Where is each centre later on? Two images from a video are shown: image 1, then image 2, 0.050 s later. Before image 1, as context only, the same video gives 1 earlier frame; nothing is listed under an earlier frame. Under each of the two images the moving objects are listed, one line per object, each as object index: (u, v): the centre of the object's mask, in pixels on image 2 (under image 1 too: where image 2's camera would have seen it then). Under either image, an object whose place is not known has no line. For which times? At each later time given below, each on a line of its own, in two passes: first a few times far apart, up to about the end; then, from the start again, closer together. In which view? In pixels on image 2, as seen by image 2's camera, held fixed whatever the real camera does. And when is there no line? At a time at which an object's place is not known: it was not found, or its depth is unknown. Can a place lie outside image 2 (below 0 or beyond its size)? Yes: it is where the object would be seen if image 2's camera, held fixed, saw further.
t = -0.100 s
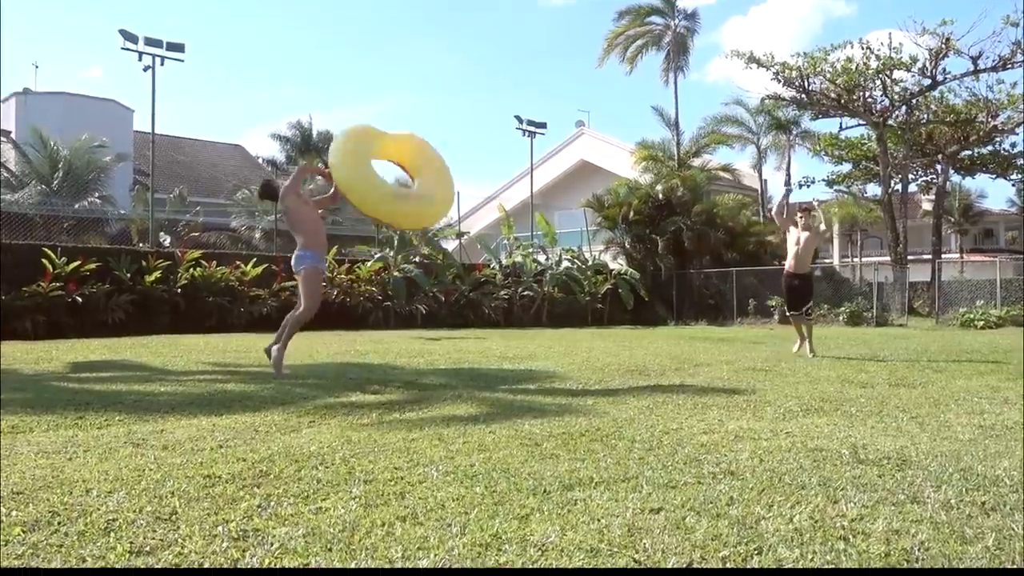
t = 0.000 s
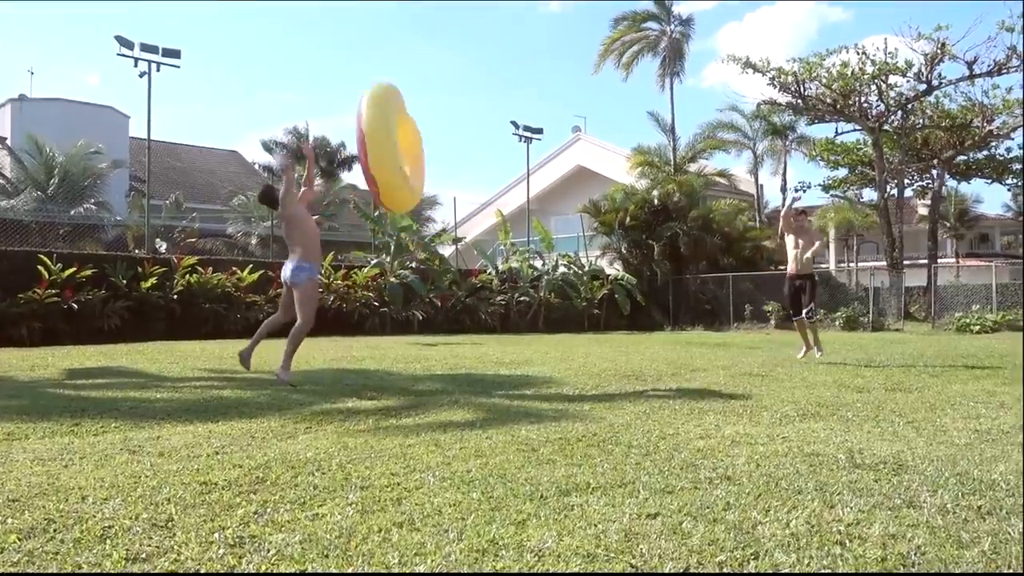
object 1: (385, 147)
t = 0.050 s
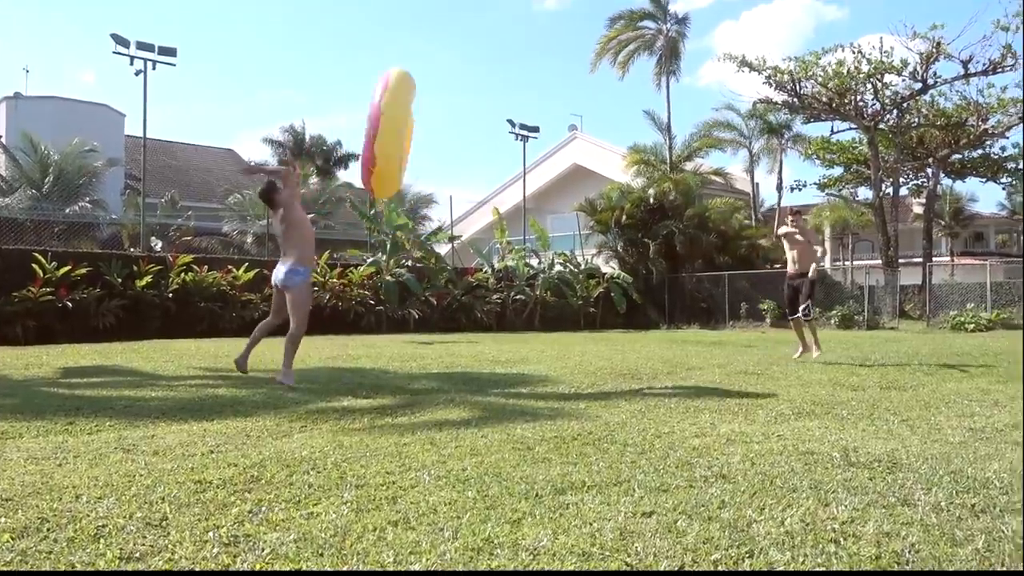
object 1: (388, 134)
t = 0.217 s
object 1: (397, 109)
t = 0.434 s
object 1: (394, 100)
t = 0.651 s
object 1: (389, 128)
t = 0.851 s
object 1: (406, 175)
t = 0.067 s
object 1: (389, 129)
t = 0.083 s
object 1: (391, 126)
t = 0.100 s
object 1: (393, 123)
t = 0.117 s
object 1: (393, 120)
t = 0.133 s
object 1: (394, 118)
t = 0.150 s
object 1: (395, 116)
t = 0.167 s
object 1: (396, 114)
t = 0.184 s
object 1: (397, 112)
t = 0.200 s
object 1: (398, 110)
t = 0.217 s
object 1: (397, 109)
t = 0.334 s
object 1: (395, 102)
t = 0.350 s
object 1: (395, 101)
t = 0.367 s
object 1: (394, 101)
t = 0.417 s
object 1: (395, 99)
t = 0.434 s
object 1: (394, 100)
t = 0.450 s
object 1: (396, 101)
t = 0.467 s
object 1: (397, 103)
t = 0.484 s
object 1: (395, 103)
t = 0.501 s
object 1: (394, 106)
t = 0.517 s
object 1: (393, 108)
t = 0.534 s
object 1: (393, 110)
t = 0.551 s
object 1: (391, 112)
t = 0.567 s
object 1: (391, 114)
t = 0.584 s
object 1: (391, 117)
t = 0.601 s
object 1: (391, 119)
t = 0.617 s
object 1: (390, 122)
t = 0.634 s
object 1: (389, 125)
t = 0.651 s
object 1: (389, 128)
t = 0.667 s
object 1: (389, 131)
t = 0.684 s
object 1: (387, 134)
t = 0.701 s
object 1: (387, 137)
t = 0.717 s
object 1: (386, 141)
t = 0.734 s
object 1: (385, 145)
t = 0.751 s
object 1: (385, 148)
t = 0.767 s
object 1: (385, 152)
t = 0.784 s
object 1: (385, 157)
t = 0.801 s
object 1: (389, 162)
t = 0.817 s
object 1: (392, 166)
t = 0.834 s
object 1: (395, 171)
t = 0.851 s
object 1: (406, 175)
